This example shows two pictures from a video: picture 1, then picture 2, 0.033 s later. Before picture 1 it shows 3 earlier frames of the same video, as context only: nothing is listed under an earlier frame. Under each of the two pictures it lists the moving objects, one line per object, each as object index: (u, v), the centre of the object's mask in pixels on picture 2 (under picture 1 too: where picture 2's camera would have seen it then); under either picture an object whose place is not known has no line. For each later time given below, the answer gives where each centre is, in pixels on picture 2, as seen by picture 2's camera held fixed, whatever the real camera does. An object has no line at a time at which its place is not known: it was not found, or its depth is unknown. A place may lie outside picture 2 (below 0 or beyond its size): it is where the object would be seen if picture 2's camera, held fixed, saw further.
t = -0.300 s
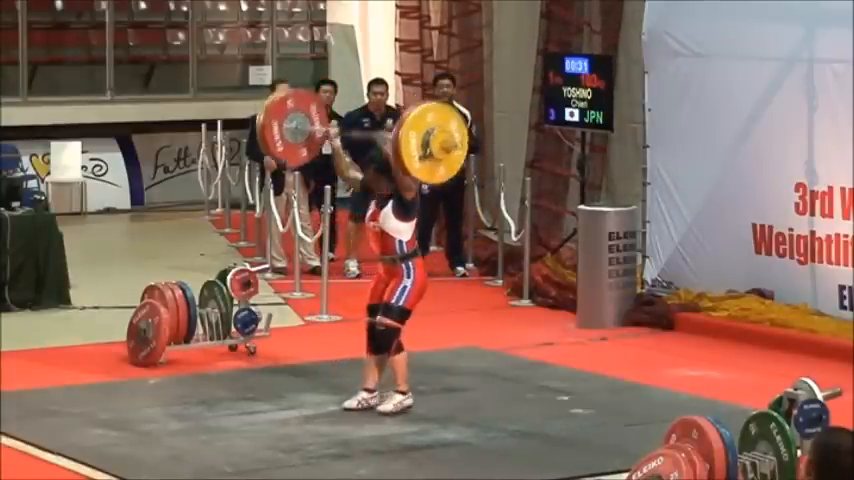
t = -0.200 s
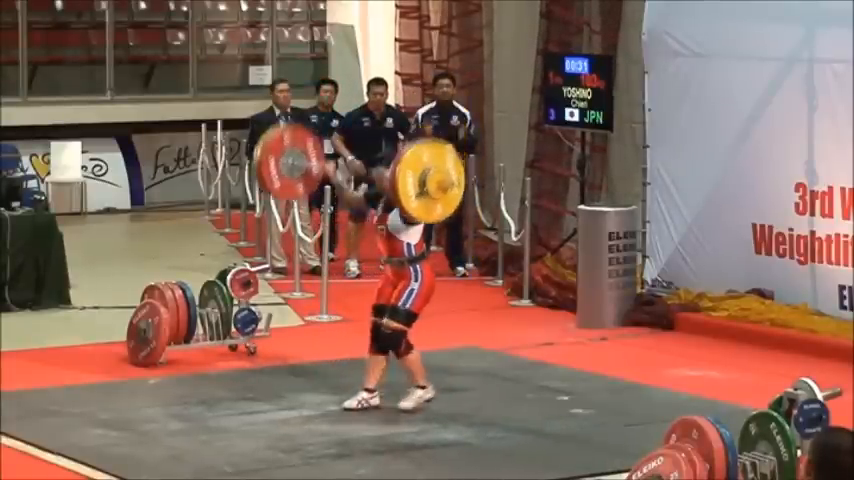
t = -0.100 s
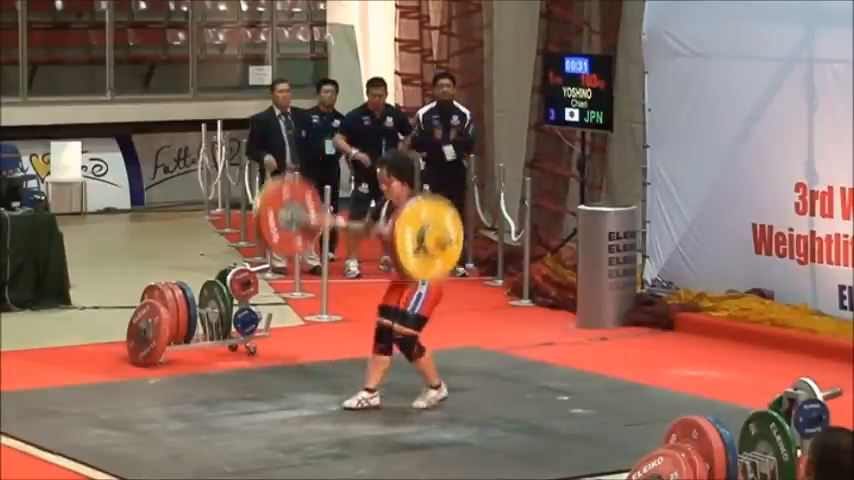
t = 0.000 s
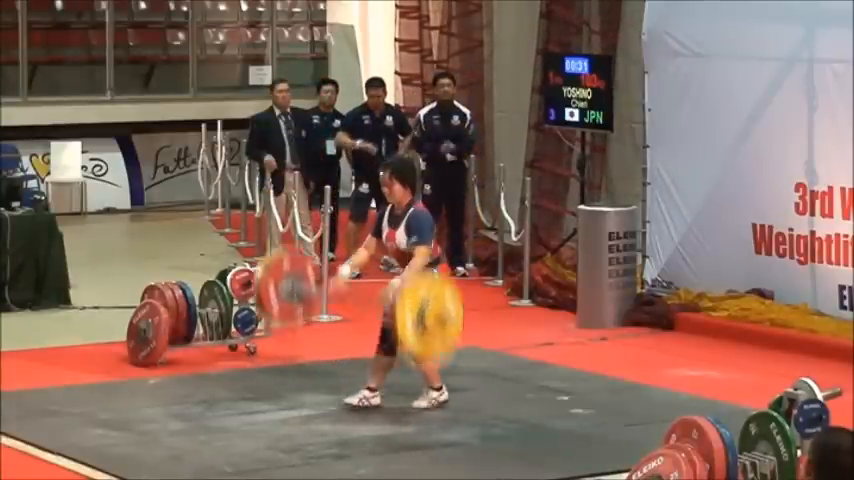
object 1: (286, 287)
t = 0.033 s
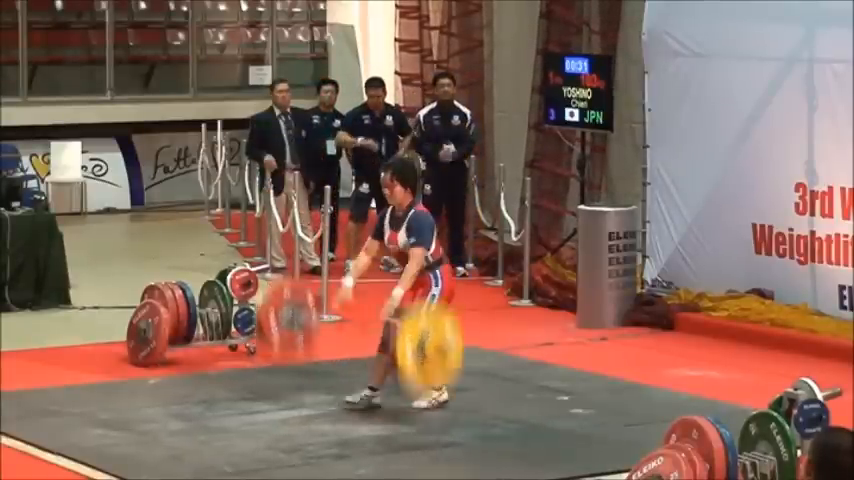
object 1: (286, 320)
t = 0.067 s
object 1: (288, 351)
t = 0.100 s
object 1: (290, 361)
